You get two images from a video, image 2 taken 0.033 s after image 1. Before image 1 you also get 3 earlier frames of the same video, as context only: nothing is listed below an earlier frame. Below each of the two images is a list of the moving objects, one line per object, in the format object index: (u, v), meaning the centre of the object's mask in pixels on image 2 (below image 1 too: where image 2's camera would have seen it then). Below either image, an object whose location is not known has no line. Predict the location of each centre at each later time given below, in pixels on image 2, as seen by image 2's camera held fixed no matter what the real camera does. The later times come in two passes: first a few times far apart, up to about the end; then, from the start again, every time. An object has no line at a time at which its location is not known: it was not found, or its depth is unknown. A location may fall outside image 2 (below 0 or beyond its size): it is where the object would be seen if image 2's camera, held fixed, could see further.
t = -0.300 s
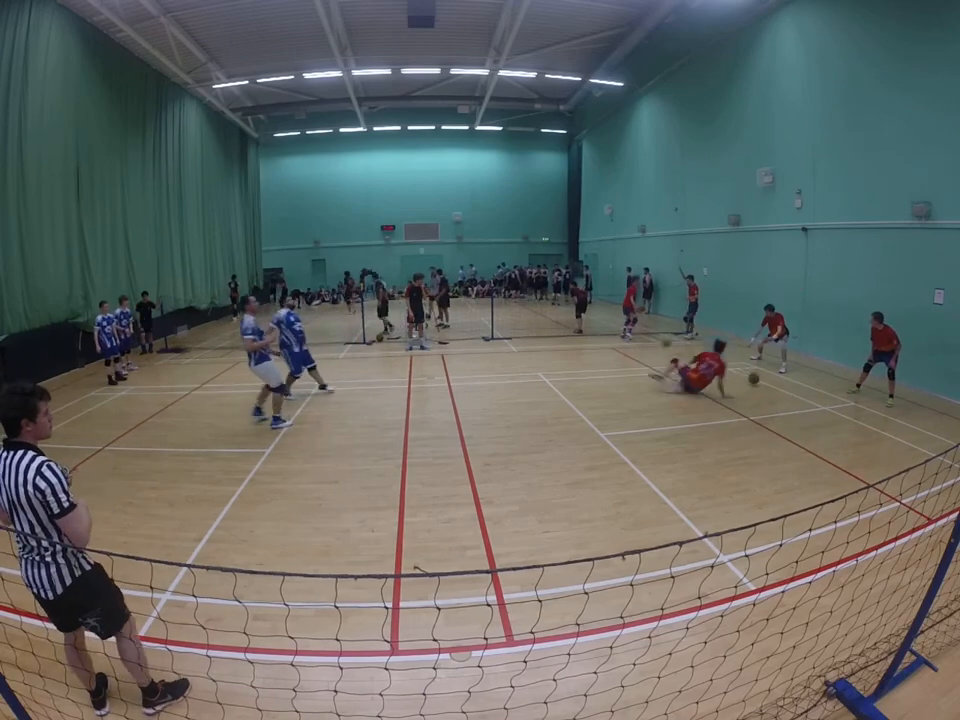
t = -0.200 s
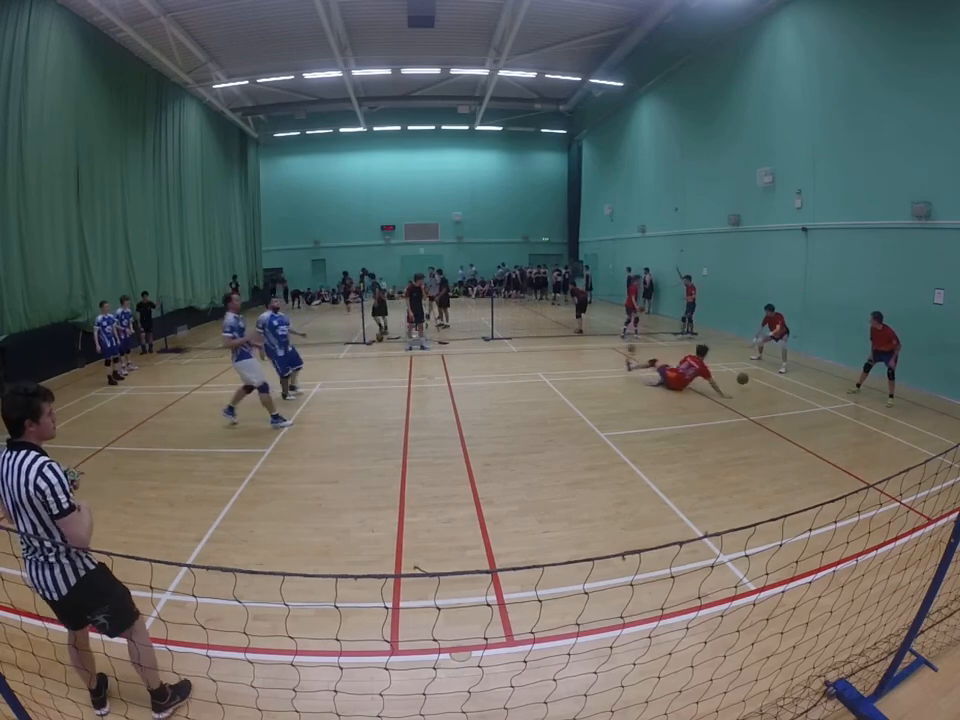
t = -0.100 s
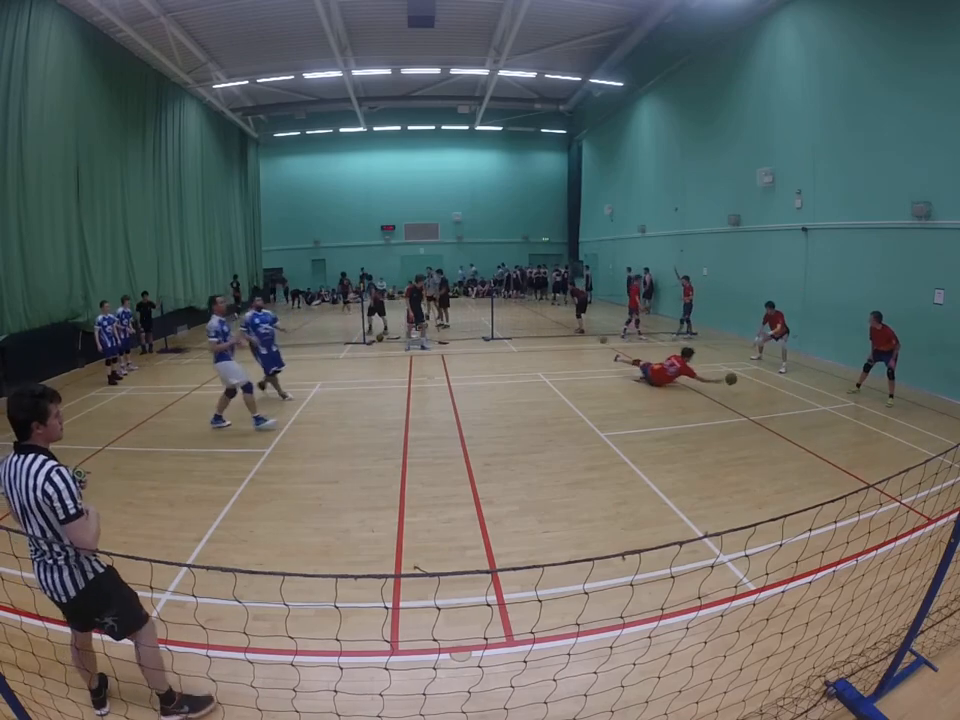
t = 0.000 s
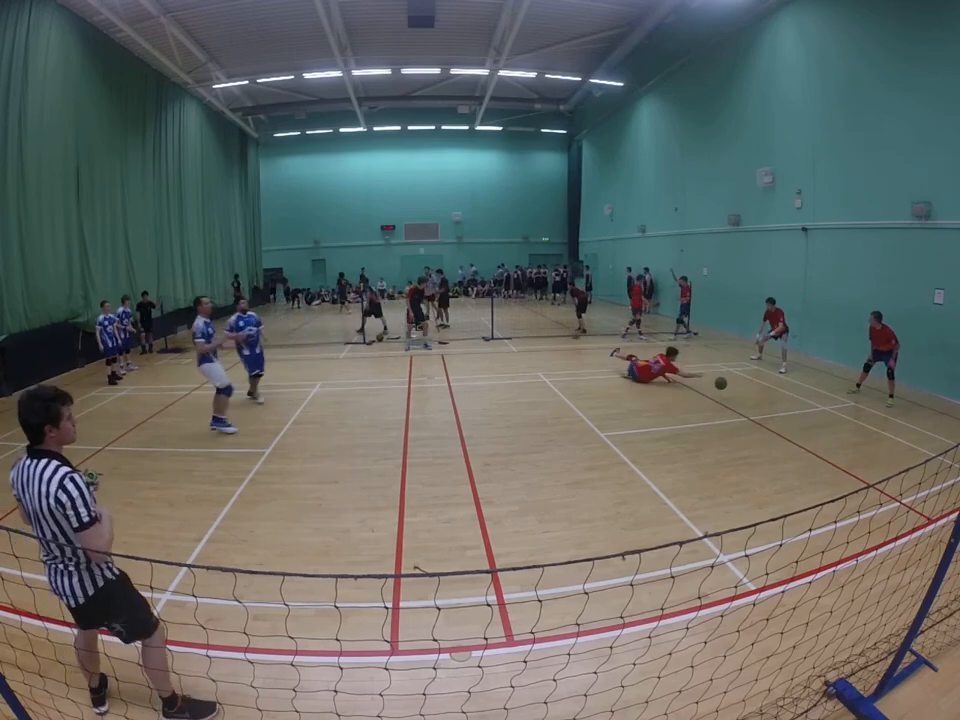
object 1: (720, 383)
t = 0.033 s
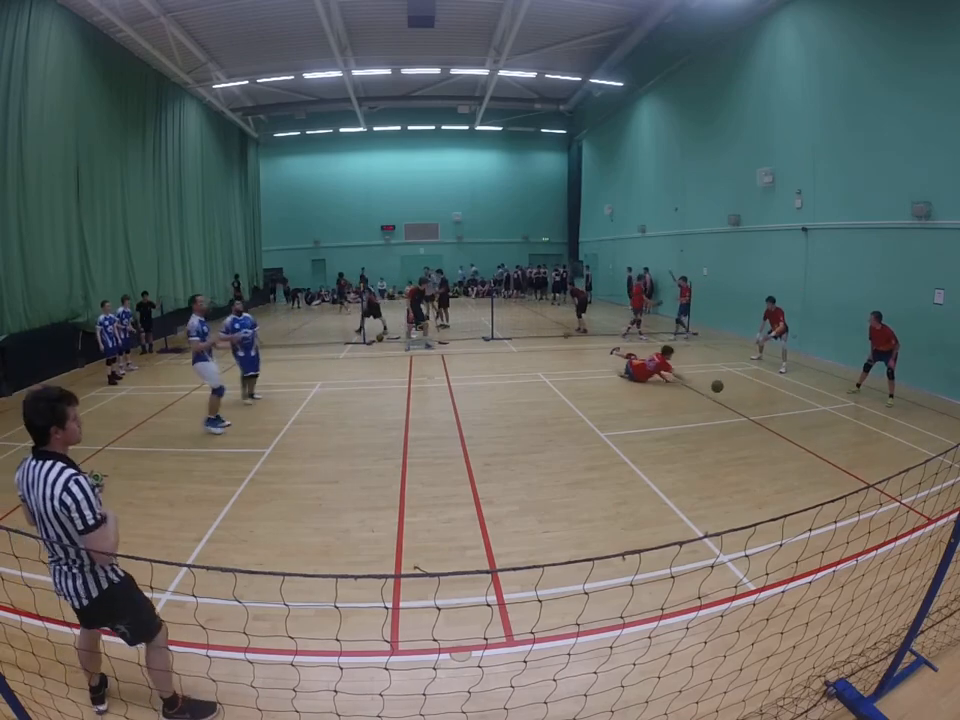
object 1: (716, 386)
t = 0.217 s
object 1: (698, 399)
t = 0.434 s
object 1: (678, 410)
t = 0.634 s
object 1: (658, 419)
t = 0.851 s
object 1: (635, 436)
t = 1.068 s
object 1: (608, 453)
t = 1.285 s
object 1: (577, 472)
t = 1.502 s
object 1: (541, 492)
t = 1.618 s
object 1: (520, 504)
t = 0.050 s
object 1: (715, 388)
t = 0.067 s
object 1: (712, 390)
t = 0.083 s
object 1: (710, 392)
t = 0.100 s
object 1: (708, 394)
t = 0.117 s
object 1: (706, 397)
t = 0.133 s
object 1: (704, 399)
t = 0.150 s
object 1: (703, 401)
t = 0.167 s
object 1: (701, 401)
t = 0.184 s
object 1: (700, 400)
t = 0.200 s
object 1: (699, 399)
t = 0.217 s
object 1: (698, 399)
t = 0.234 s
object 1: (696, 398)
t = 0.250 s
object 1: (695, 398)
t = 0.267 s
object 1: (694, 398)
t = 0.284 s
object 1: (693, 398)
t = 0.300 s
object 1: (691, 399)
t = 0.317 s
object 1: (690, 400)
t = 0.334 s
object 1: (688, 401)
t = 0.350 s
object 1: (686, 402)
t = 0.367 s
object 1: (684, 402)
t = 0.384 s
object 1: (683, 404)
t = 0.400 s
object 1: (681, 406)
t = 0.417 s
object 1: (680, 408)
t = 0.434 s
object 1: (678, 410)
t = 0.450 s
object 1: (676, 413)
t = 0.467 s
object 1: (674, 415)
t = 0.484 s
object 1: (672, 417)
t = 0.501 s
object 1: (670, 418)
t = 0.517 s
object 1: (669, 418)
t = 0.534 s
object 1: (668, 417)
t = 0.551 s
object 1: (667, 418)
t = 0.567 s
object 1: (665, 417)
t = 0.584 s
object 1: (664, 418)
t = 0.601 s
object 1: (662, 418)
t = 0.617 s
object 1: (660, 419)
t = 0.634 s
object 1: (658, 419)
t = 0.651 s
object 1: (657, 421)
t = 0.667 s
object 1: (655, 422)
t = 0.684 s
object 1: (653, 424)
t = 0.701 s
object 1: (652, 425)
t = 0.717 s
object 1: (650, 427)
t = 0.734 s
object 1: (648, 430)
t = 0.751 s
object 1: (646, 433)
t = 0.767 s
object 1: (643, 435)
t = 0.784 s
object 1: (642, 435)
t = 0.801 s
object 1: (640, 436)
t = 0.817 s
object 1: (639, 435)
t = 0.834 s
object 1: (637, 436)
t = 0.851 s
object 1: (635, 436)
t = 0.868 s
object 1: (633, 437)
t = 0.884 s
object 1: (632, 437)
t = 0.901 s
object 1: (629, 439)
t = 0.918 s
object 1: (627, 440)
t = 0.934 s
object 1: (625, 442)
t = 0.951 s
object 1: (623, 443)
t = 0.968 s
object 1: (621, 446)
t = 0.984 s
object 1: (618, 449)
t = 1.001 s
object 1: (617, 451)
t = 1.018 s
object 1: (615, 451)
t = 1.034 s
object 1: (612, 452)
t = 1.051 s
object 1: (611, 452)
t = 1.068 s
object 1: (608, 453)
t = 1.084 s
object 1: (605, 454)
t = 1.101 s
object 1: (603, 455)
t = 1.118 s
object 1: (602, 456)
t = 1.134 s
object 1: (599, 458)
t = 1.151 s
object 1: (597, 461)
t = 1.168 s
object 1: (594, 463)
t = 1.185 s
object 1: (592, 465)
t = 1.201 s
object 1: (589, 466)
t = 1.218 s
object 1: (587, 467)
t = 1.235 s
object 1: (584, 468)
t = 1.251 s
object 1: (582, 469)
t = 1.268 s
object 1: (579, 471)
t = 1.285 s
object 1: (577, 472)
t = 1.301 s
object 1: (575, 473)
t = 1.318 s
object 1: (572, 476)
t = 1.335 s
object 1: (569, 478)
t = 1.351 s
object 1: (567, 479)
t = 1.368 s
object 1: (564, 479)
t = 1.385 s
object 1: (561, 480)
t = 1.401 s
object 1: (558, 482)
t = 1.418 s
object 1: (555, 483)
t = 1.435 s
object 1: (552, 486)
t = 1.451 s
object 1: (549, 488)
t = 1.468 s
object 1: (547, 489)
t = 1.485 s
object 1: (544, 491)
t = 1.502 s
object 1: (541, 492)
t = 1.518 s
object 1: (538, 494)
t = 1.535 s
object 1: (535, 496)
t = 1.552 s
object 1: (532, 498)
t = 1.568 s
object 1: (529, 499)
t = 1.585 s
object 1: (526, 500)
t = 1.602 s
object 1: (523, 502)
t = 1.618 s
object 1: (520, 504)
